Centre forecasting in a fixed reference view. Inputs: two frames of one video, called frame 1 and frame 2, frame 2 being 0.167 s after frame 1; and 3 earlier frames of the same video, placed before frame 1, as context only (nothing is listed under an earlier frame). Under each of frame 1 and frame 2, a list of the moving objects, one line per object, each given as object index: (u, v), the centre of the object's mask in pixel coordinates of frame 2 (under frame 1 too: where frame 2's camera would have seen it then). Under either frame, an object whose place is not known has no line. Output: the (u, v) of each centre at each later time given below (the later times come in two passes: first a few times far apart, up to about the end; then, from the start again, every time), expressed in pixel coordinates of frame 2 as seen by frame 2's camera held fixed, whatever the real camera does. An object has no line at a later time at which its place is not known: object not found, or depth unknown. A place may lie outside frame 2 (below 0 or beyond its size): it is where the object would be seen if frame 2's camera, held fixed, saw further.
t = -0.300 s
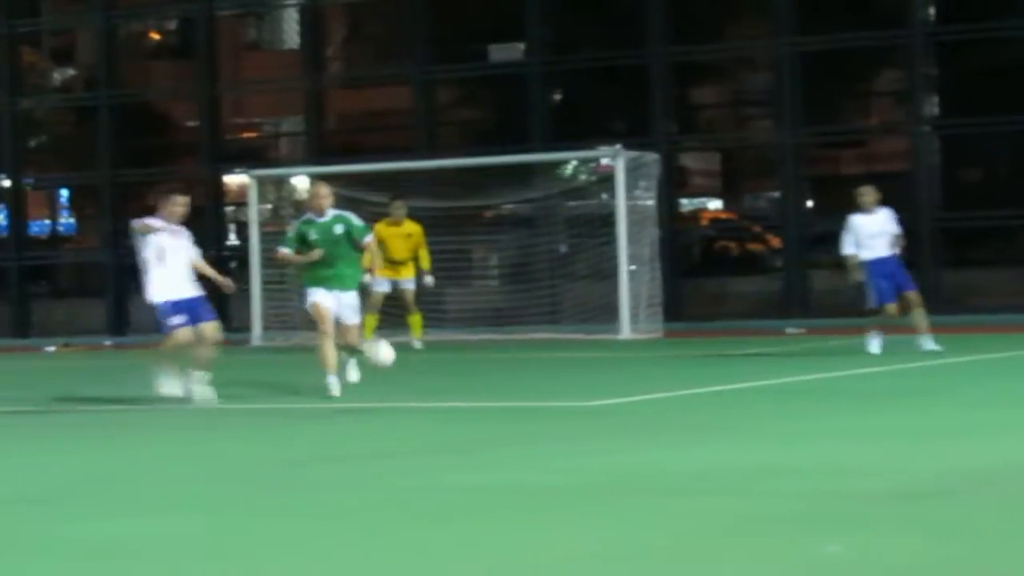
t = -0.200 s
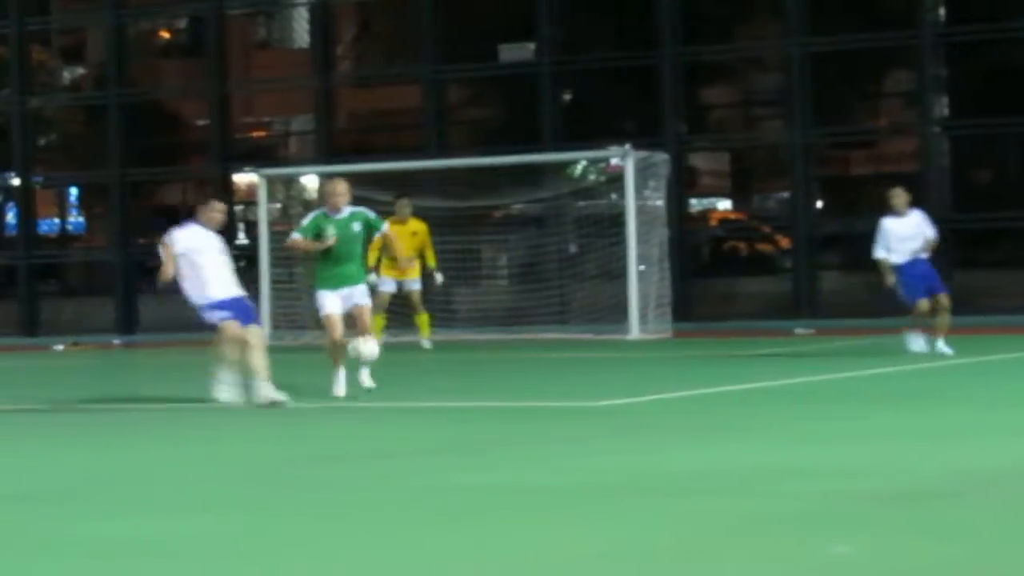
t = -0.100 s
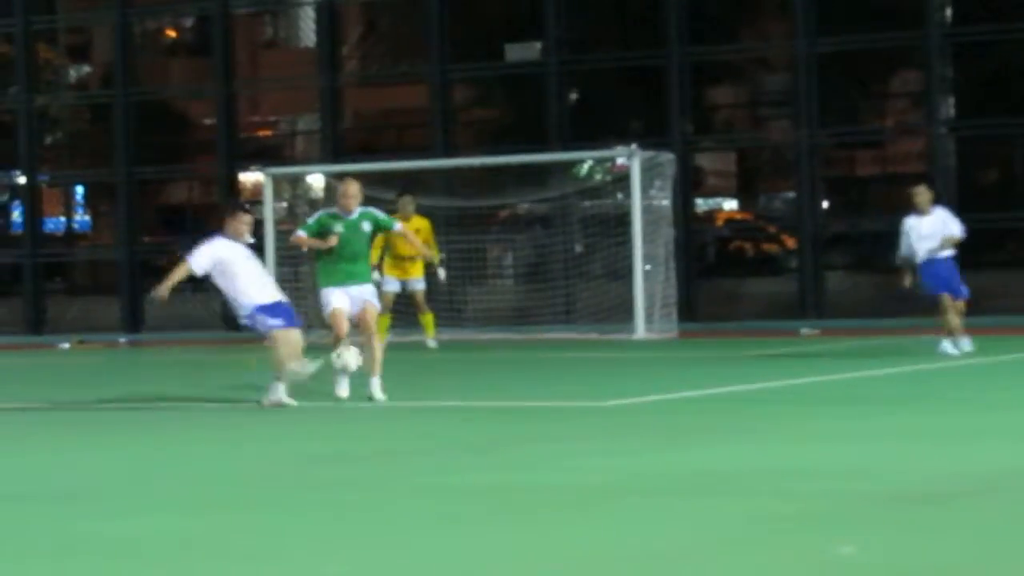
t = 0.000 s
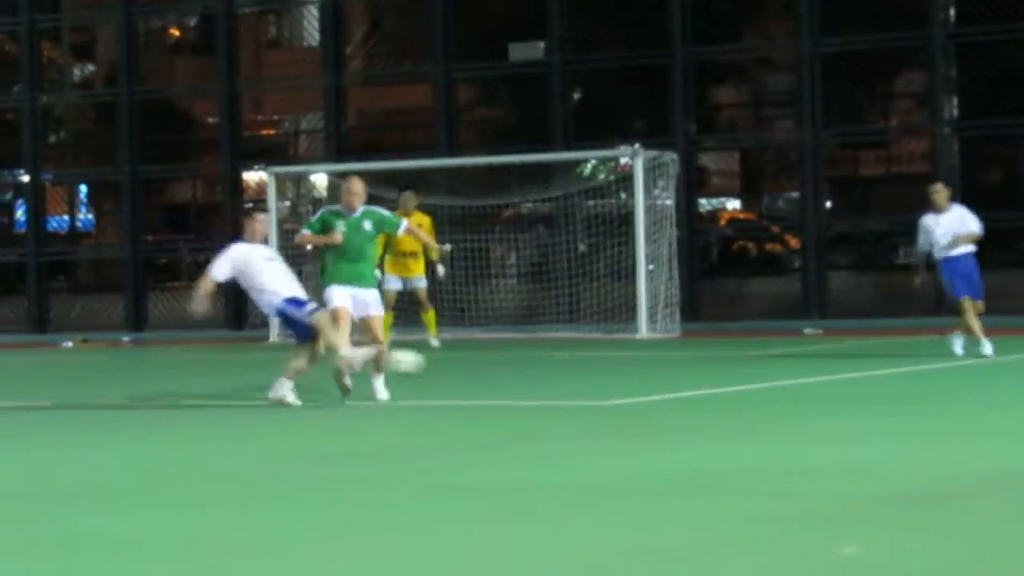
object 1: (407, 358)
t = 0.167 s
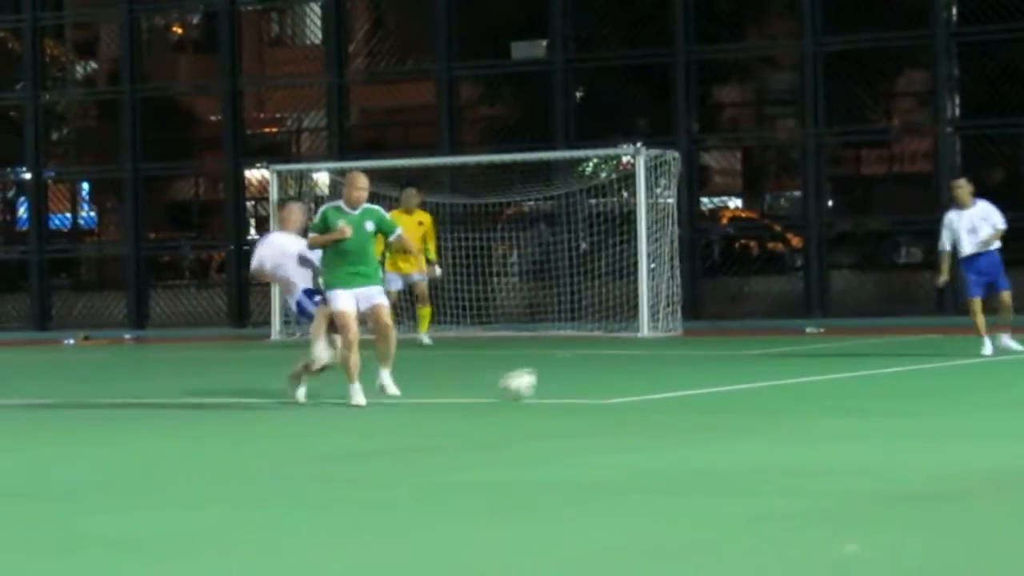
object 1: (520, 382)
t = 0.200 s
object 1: (539, 374)
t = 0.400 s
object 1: (648, 360)
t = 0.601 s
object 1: (761, 371)
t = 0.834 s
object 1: (889, 371)
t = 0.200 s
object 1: (539, 374)
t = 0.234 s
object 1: (556, 368)
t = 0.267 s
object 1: (575, 363)
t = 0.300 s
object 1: (594, 360)
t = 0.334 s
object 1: (612, 359)
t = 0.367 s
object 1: (630, 359)
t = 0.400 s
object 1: (648, 360)
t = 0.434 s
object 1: (667, 363)
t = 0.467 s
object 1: (687, 368)
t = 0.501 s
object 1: (705, 374)
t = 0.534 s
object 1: (723, 379)
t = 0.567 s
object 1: (742, 374)
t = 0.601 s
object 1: (761, 371)
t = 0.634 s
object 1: (779, 369)
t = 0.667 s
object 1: (796, 367)
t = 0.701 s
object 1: (815, 367)
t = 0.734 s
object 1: (833, 370)
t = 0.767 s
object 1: (851, 375)
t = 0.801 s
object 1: (870, 376)
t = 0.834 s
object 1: (889, 371)
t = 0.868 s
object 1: (906, 368)
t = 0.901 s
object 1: (924, 366)
